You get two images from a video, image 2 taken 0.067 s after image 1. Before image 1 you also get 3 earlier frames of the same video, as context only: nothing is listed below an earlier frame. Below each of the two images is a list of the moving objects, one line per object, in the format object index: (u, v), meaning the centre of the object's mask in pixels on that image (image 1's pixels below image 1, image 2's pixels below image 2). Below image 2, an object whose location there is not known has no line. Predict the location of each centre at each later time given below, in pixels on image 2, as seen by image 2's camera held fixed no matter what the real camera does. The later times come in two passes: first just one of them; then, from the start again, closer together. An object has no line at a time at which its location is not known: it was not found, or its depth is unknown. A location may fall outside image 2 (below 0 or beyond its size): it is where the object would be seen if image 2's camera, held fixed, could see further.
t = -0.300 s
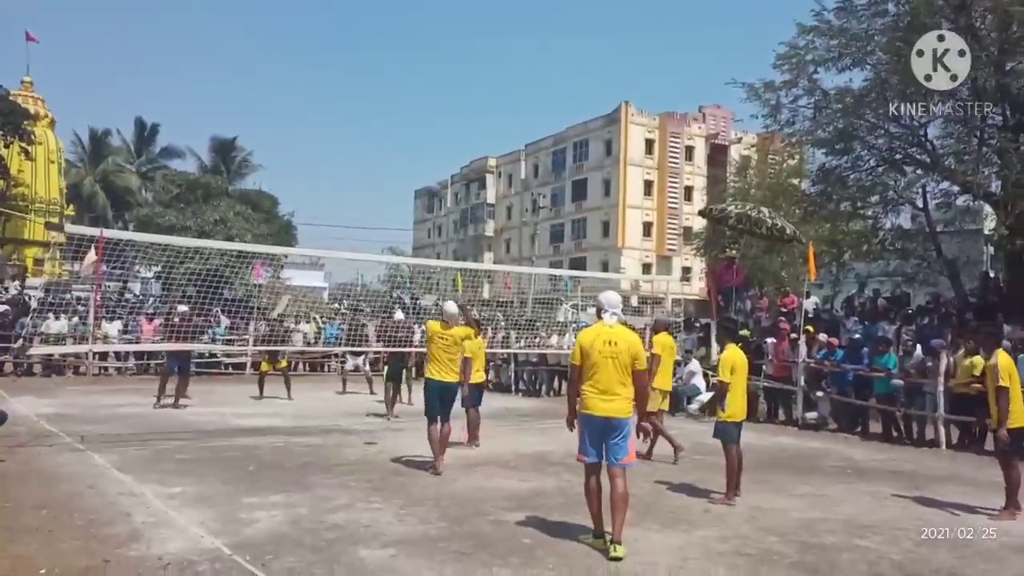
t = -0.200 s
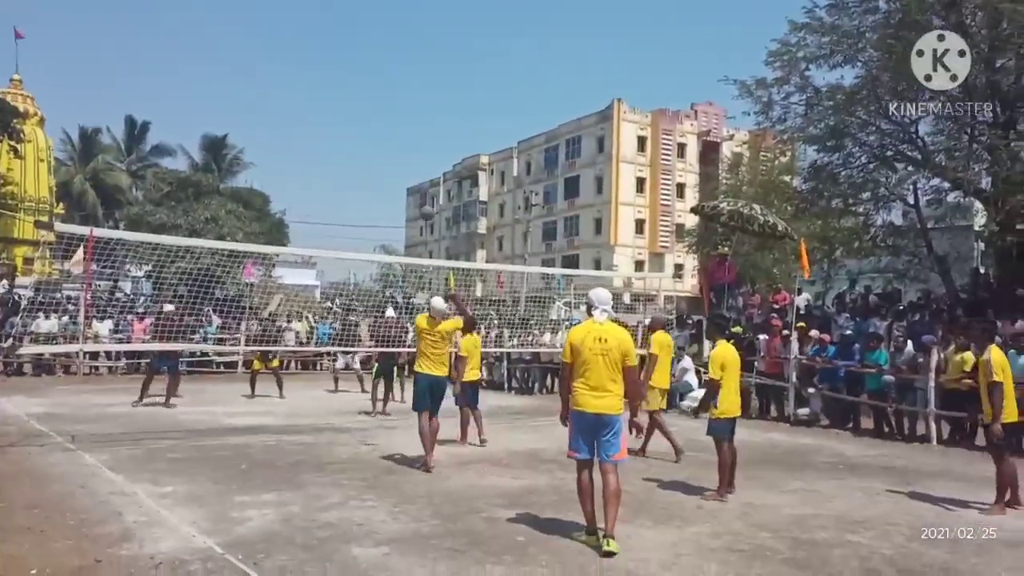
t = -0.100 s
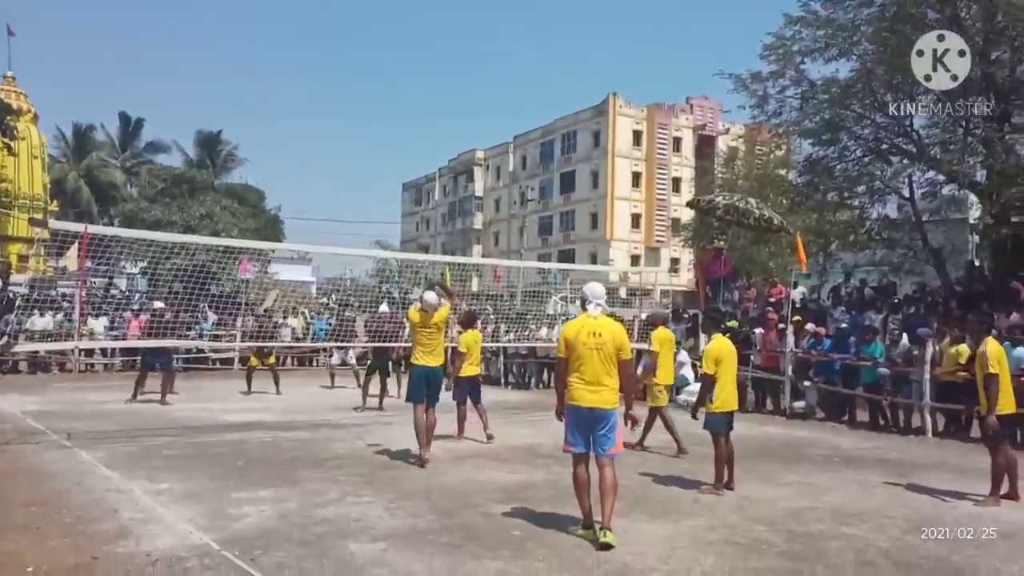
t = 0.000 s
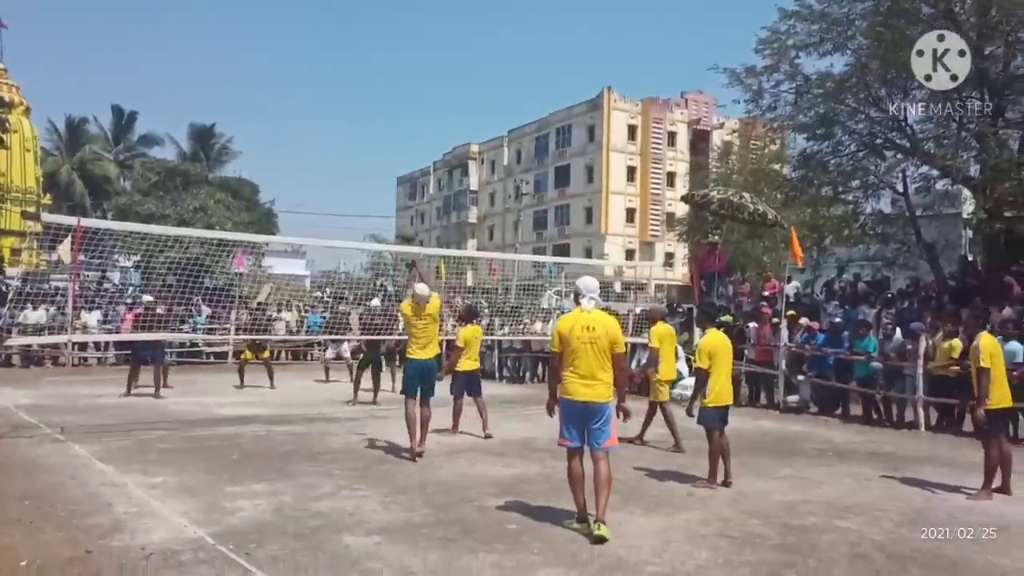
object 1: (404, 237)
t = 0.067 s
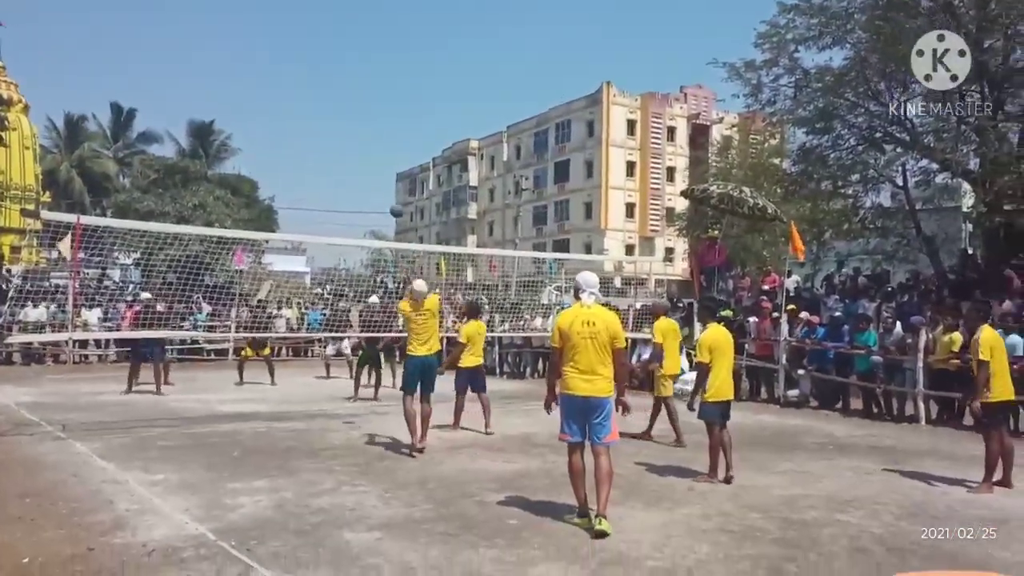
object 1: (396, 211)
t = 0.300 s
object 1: (367, 179)
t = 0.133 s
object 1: (387, 196)
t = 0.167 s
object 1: (382, 191)
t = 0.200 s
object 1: (378, 186)
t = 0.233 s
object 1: (374, 183)
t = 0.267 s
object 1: (370, 181)
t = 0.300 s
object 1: (367, 179)
